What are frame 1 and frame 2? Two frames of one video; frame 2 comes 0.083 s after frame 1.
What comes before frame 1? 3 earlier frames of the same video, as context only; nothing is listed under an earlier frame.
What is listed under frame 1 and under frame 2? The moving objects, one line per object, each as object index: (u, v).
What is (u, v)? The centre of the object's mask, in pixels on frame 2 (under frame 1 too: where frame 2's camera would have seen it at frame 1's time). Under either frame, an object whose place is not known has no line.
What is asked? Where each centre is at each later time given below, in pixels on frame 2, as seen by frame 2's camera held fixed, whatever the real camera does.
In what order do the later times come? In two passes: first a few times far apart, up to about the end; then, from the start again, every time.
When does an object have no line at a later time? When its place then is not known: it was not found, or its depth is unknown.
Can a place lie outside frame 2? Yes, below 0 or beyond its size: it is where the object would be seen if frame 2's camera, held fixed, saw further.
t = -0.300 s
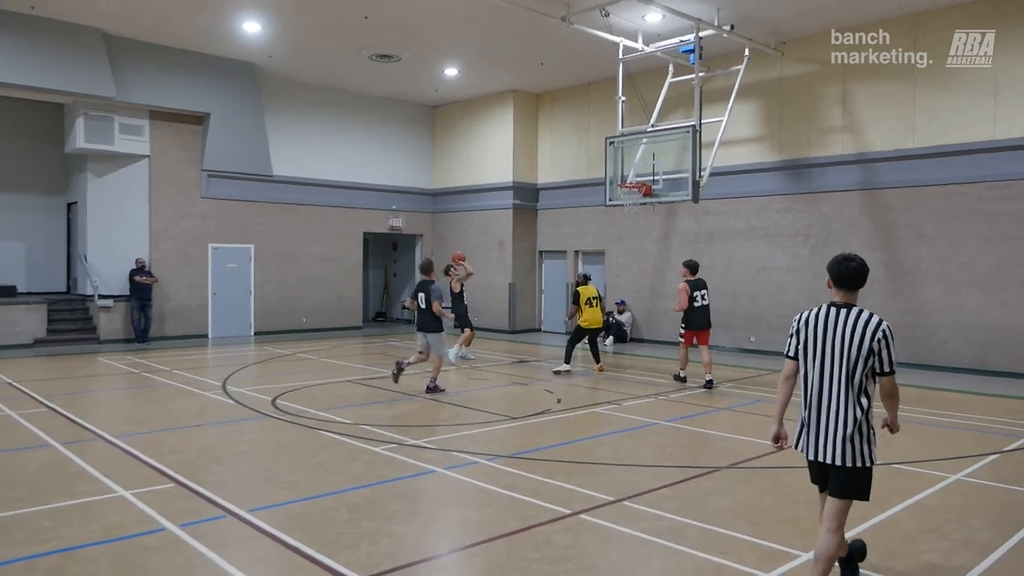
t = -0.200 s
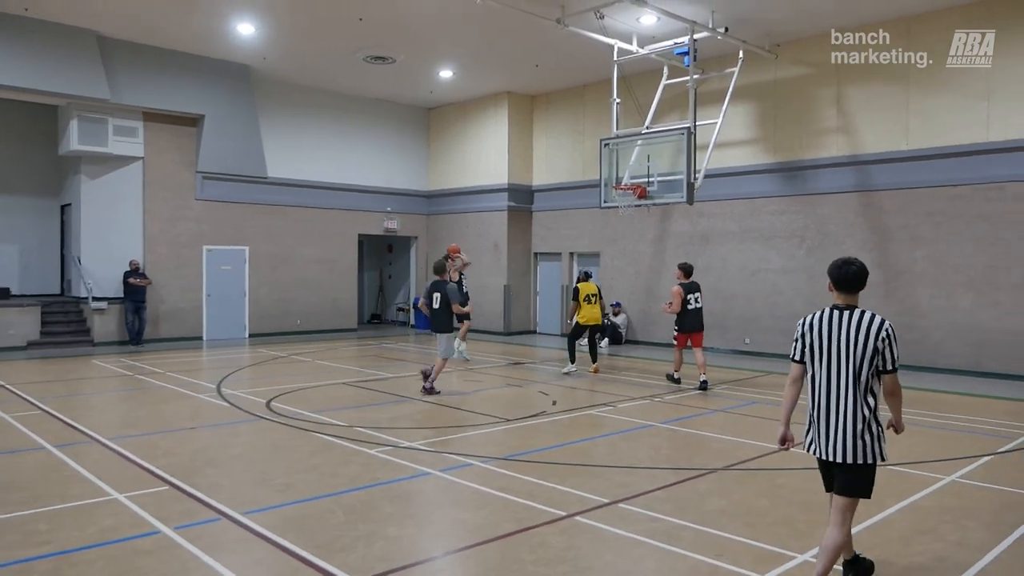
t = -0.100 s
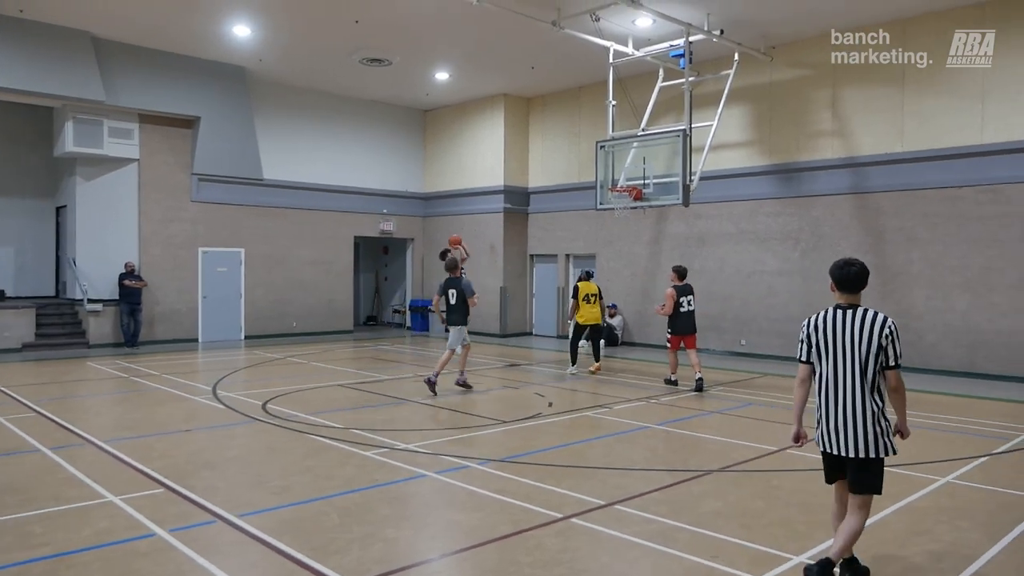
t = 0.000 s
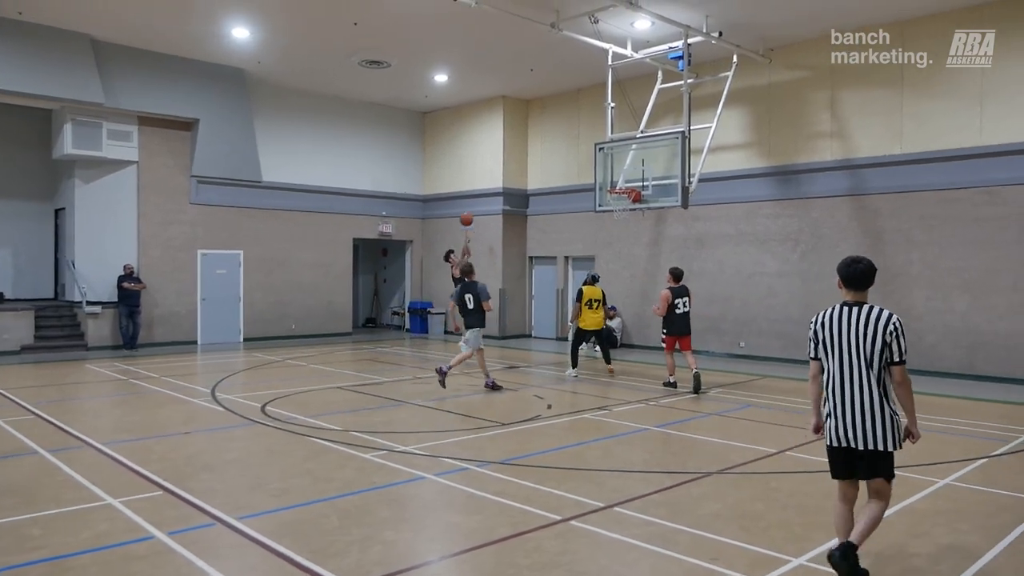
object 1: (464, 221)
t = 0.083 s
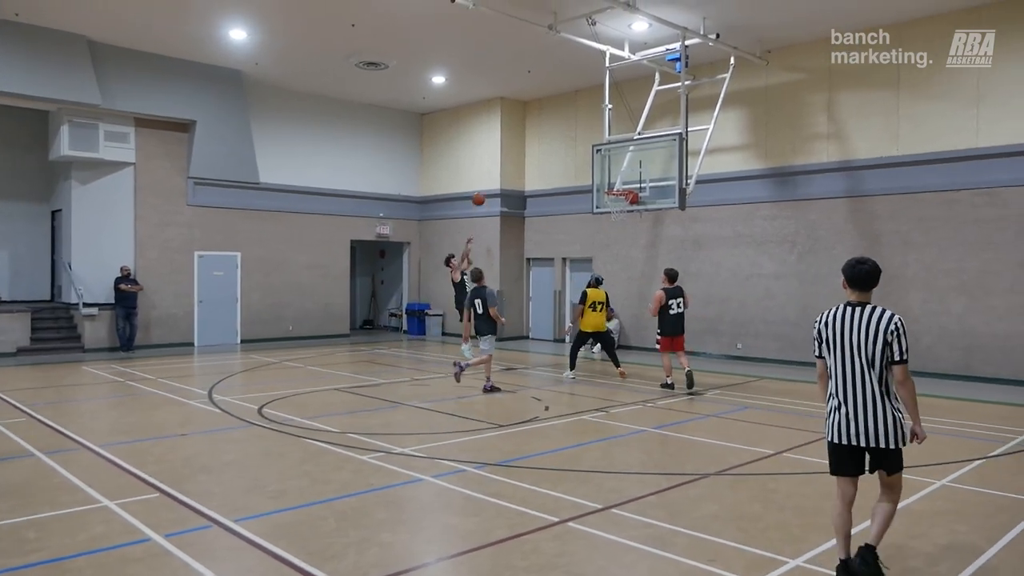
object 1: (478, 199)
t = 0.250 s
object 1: (507, 166)
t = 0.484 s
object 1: (548, 147)
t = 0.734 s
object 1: (593, 159)
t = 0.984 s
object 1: (616, 177)
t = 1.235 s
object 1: (601, 166)
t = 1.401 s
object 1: (590, 178)
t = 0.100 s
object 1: (481, 195)
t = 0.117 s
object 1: (483, 191)
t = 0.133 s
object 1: (486, 187)
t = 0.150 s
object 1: (489, 184)
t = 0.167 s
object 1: (492, 181)
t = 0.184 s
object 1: (495, 177)
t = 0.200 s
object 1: (498, 174)
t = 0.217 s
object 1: (501, 171)
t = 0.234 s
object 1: (504, 169)
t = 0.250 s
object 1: (507, 166)
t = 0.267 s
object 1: (510, 164)
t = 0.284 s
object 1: (513, 162)
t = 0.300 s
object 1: (516, 160)
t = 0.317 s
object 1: (519, 158)
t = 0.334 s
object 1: (522, 156)
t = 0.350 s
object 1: (524, 154)
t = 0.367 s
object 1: (527, 152)
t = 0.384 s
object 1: (530, 151)
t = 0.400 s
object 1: (533, 150)
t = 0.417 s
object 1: (536, 149)
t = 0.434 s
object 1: (539, 148)
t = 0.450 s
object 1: (542, 147)
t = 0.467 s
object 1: (545, 147)
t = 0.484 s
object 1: (548, 147)
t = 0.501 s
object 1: (551, 146)
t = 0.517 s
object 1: (554, 146)
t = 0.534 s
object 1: (557, 146)
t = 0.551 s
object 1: (560, 146)
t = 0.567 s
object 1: (563, 147)
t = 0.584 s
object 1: (566, 147)
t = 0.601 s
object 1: (569, 148)
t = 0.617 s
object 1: (572, 149)
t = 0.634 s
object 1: (575, 150)
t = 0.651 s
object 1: (578, 151)
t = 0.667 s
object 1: (581, 152)
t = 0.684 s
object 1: (584, 154)
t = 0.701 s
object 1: (587, 156)
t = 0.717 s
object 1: (590, 157)
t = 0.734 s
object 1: (593, 159)
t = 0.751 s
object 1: (596, 162)
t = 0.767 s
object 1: (600, 164)
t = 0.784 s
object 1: (602, 166)
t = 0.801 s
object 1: (605, 169)
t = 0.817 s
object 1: (608, 171)
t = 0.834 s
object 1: (611, 174)
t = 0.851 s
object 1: (615, 178)
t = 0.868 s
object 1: (618, 181)
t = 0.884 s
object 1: (620, 183)
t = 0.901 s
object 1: (621, 185)
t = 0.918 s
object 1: (620, 185)
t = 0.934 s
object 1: (619, 183)
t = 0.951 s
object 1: (618, 181)
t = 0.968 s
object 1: (618, 179)
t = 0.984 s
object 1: (616, 177)
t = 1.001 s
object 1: (616, 175)
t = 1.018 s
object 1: (615, 173)
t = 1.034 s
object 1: (613, 172)
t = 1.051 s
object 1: (612, 171)
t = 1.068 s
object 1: (611, 170)
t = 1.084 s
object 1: (610, 168)
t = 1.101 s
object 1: (609, 167)
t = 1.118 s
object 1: (608, 167)
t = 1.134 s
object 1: (607, 166)
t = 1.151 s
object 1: (606, 165)
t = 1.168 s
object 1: (605, 165)
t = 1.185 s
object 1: (604, 165)
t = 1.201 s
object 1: (603, 165)
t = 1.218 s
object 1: (602, 165)
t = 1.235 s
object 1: (601, 166)
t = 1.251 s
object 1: (600, 166)
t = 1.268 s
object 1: (599, 167)
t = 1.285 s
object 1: (598, 168)
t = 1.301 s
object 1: (597, 169)
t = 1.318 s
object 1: (595, 170)
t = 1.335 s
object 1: (594, 172)
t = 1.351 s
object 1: (593, 173)
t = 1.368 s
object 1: (592, 174)
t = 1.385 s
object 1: (591, 176)
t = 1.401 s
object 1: (590, 178)
